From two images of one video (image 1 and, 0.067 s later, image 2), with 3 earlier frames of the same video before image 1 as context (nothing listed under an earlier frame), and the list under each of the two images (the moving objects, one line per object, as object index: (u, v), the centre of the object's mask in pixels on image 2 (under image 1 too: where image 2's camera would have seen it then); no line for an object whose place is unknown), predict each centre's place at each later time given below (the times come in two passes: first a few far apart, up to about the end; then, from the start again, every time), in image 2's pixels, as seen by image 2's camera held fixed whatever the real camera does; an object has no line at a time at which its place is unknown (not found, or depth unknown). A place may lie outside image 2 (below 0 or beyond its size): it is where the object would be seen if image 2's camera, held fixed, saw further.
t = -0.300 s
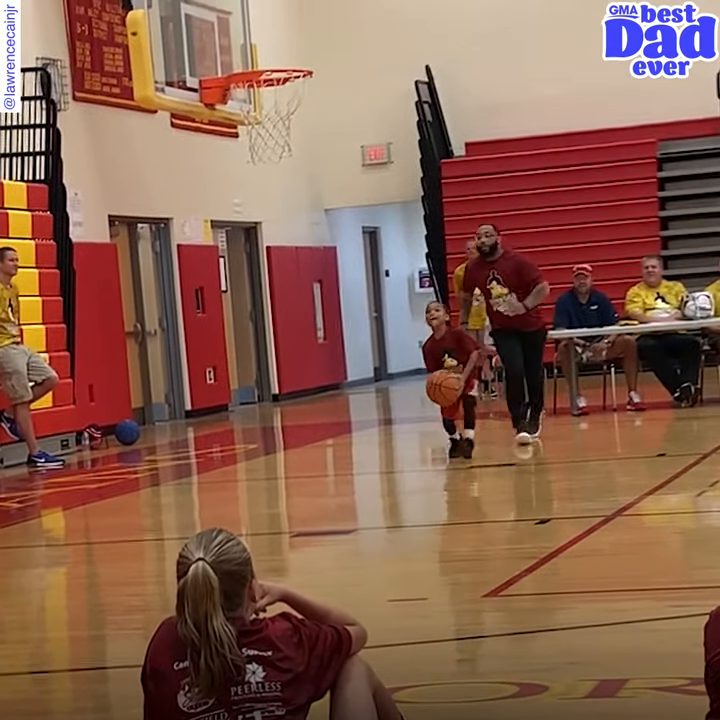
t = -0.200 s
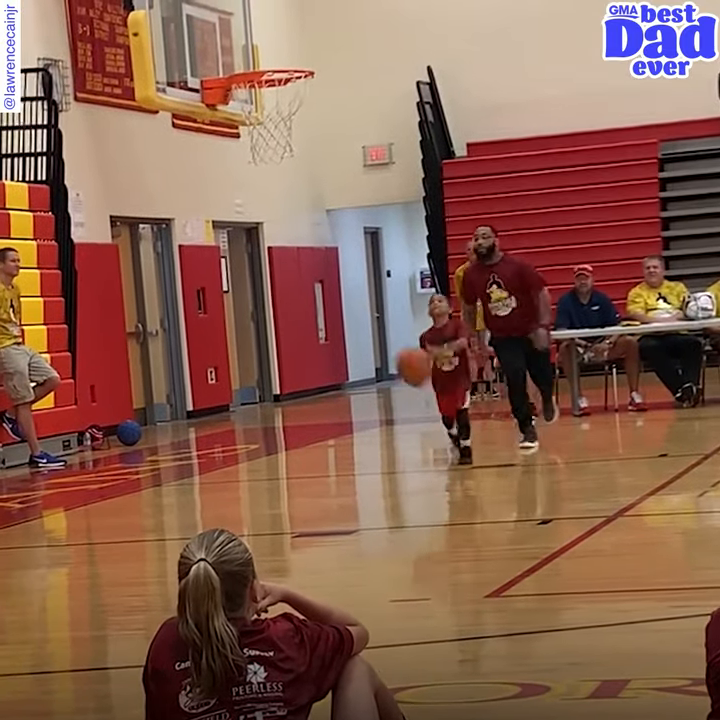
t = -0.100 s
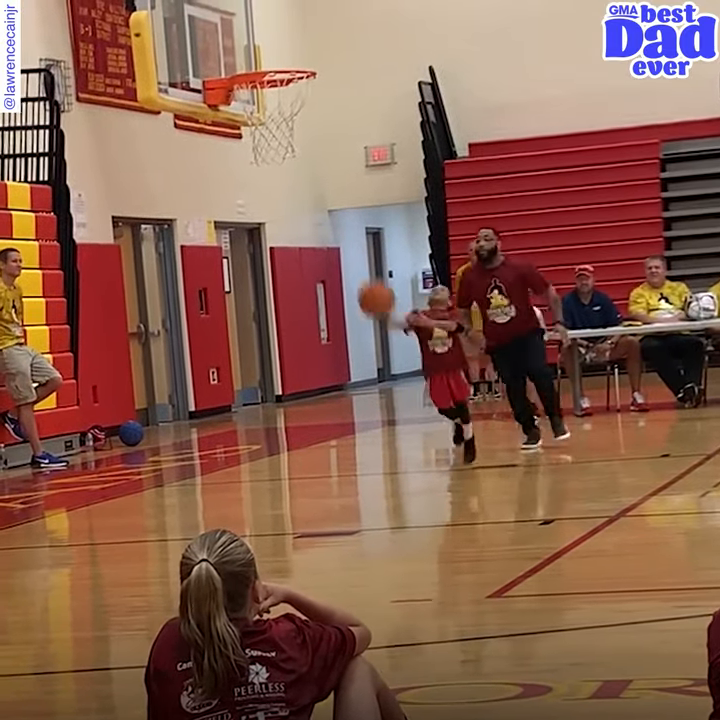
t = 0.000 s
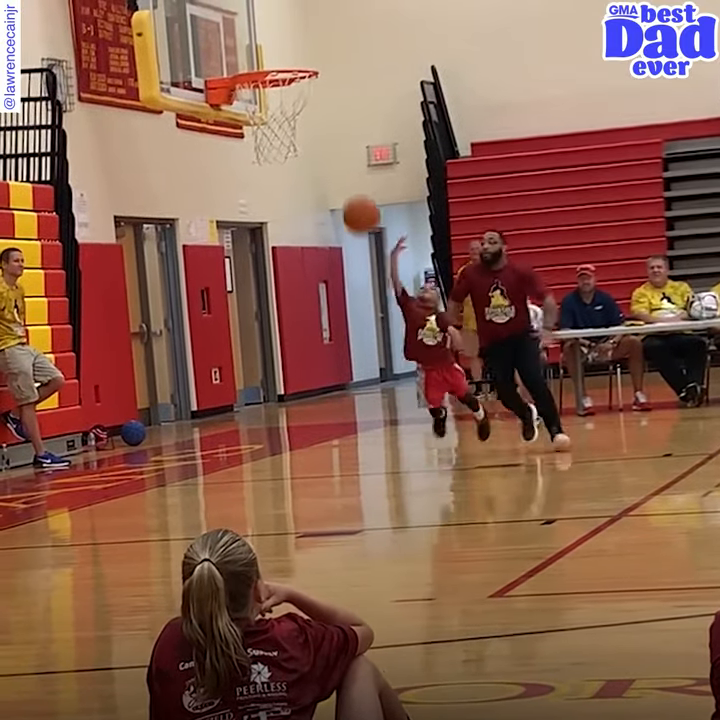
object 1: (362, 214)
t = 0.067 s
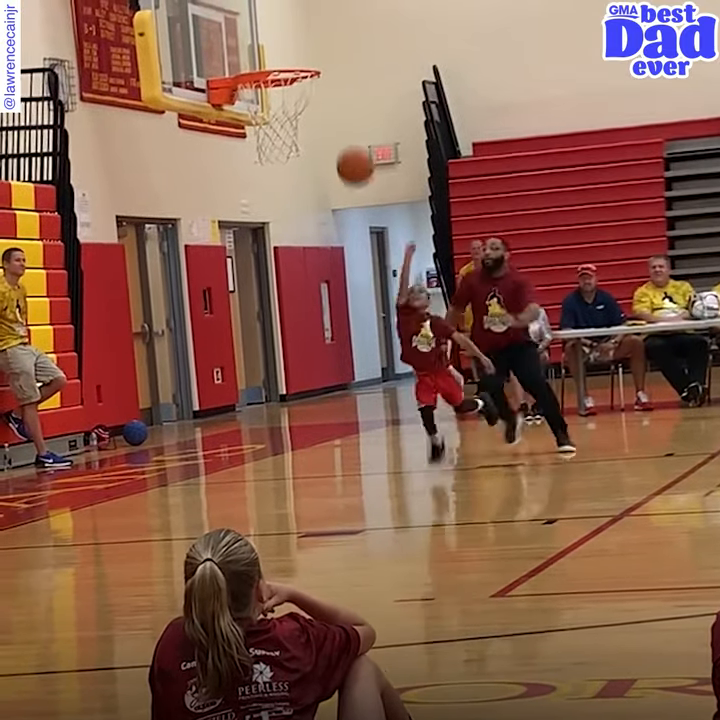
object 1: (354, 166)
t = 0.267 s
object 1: (334, 59)
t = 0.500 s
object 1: (317, 17)
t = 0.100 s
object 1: (351, 144)
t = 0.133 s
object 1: (347, 124)
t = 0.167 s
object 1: (344, 105)
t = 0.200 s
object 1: (340, 88)
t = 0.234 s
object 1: (337, 73)
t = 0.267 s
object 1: (334, 59)
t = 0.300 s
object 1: (331, 47)
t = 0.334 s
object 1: (329, 38)
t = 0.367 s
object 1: (326, 29)
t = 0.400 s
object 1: (323, 22)
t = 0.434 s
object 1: (321, 19)
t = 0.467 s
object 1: (319, 17)
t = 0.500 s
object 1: (317, 17)
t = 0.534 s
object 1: (315, 17)
